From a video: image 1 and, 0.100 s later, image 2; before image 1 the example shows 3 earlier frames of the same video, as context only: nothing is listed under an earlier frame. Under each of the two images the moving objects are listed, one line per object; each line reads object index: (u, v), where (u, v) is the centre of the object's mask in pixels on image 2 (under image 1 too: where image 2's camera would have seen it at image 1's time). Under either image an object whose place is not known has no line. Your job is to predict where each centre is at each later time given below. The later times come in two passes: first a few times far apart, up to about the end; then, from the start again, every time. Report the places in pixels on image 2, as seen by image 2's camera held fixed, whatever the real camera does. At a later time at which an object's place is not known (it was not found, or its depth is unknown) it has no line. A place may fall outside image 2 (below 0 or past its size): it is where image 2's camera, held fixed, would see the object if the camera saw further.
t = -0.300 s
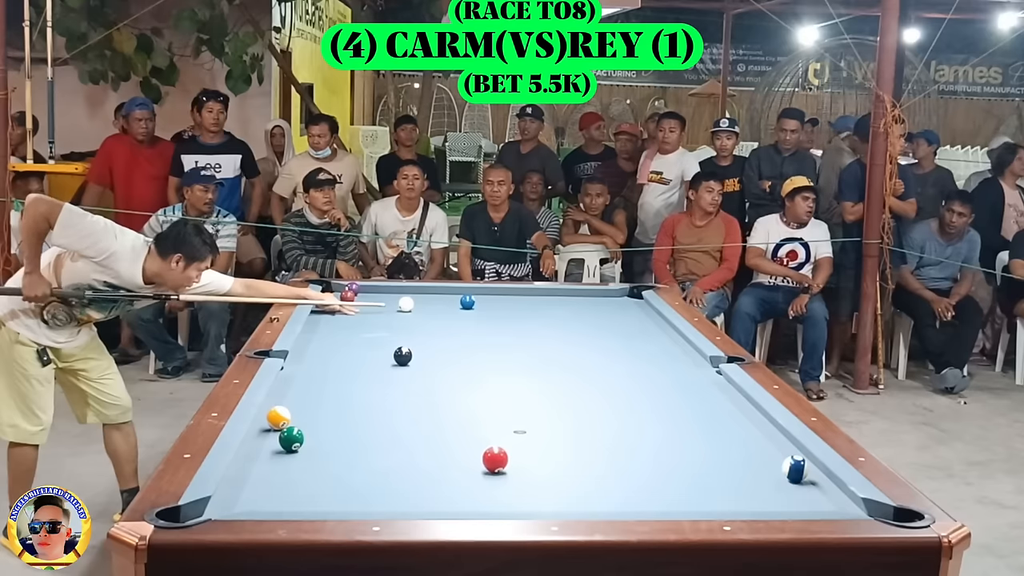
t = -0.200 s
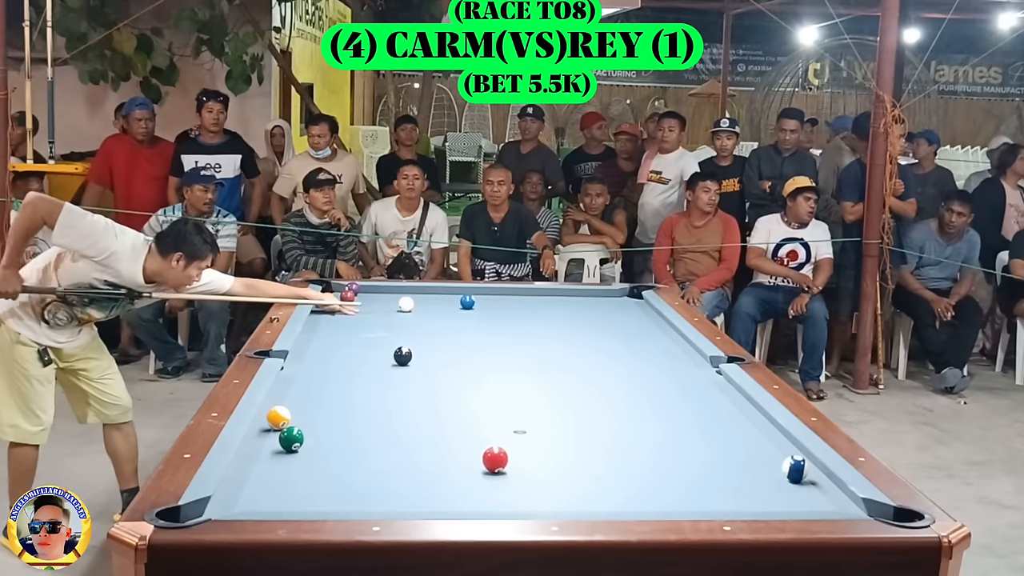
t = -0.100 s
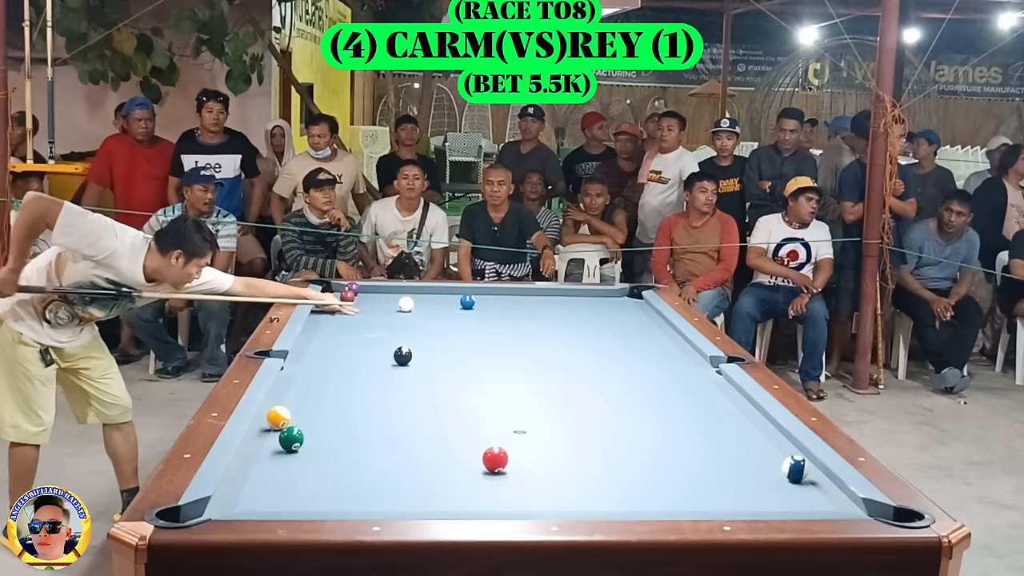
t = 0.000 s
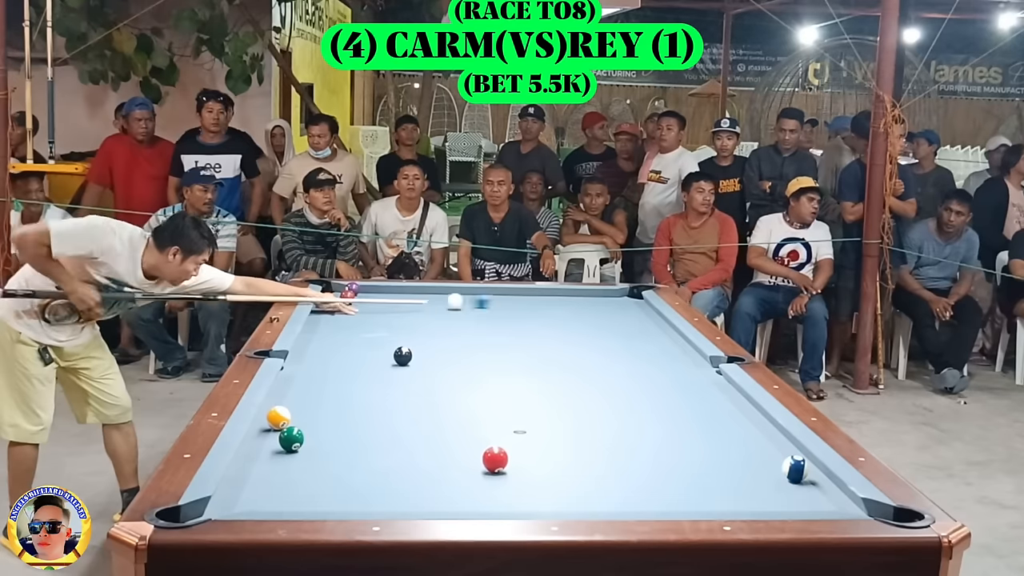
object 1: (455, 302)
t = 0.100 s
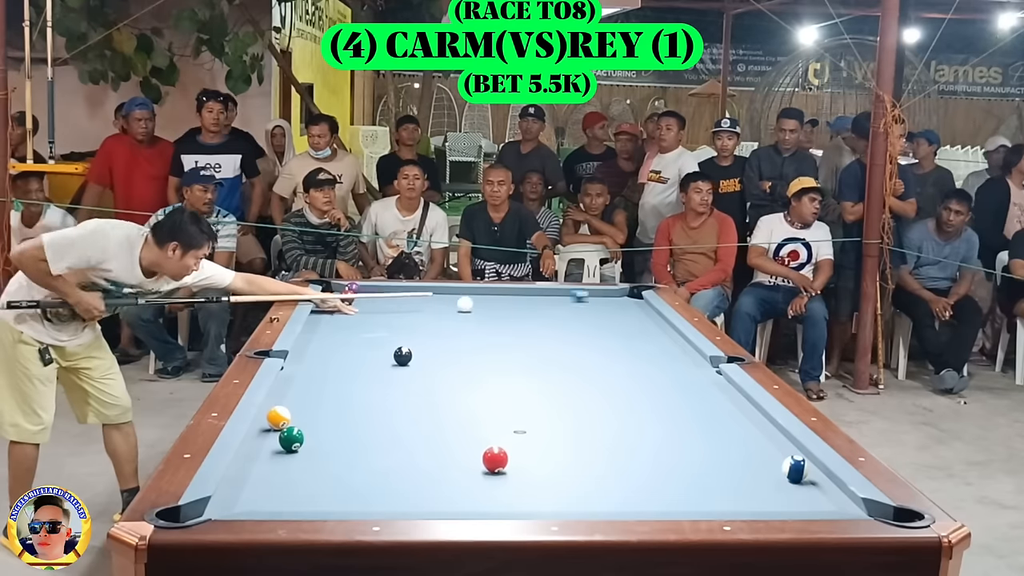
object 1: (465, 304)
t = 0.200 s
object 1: (477, 307)
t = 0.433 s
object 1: (507, 311)
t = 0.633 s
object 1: (533, 315)
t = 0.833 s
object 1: (558, 318)
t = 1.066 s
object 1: (587, 323)
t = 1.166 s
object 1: (600, 324)
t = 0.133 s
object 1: (469, 305)
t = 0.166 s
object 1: (473, 306)
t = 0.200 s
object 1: (477, 307)
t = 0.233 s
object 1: (481, 307)
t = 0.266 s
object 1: (486, 308)
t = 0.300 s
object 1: (490, 309)
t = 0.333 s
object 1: (494, 309)
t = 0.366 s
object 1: (499, 310)
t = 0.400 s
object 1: (503, 310)
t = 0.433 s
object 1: (507, 311)
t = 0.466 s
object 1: (512, 311)
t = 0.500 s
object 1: (516, 312)
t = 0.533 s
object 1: (520, 313)
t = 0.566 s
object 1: (524, 314)
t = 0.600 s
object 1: (529, 314)
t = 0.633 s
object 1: (533, 315)
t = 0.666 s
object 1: (537, 315)
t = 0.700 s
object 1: (541, 316)
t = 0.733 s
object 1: (546, 317)
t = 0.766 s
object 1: (550, 317)
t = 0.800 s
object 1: (554, 318)
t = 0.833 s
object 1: (558, 318)
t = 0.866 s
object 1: (562, 319)
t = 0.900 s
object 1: (566, 320)
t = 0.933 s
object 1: (571, 320)
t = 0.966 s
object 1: (575, 321)
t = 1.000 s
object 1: (579, 322)
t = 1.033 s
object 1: (583, 322)
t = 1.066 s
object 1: (587, 323)
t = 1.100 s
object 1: (591, 323)
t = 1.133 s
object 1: (595, 324)
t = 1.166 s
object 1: (600, 324)
